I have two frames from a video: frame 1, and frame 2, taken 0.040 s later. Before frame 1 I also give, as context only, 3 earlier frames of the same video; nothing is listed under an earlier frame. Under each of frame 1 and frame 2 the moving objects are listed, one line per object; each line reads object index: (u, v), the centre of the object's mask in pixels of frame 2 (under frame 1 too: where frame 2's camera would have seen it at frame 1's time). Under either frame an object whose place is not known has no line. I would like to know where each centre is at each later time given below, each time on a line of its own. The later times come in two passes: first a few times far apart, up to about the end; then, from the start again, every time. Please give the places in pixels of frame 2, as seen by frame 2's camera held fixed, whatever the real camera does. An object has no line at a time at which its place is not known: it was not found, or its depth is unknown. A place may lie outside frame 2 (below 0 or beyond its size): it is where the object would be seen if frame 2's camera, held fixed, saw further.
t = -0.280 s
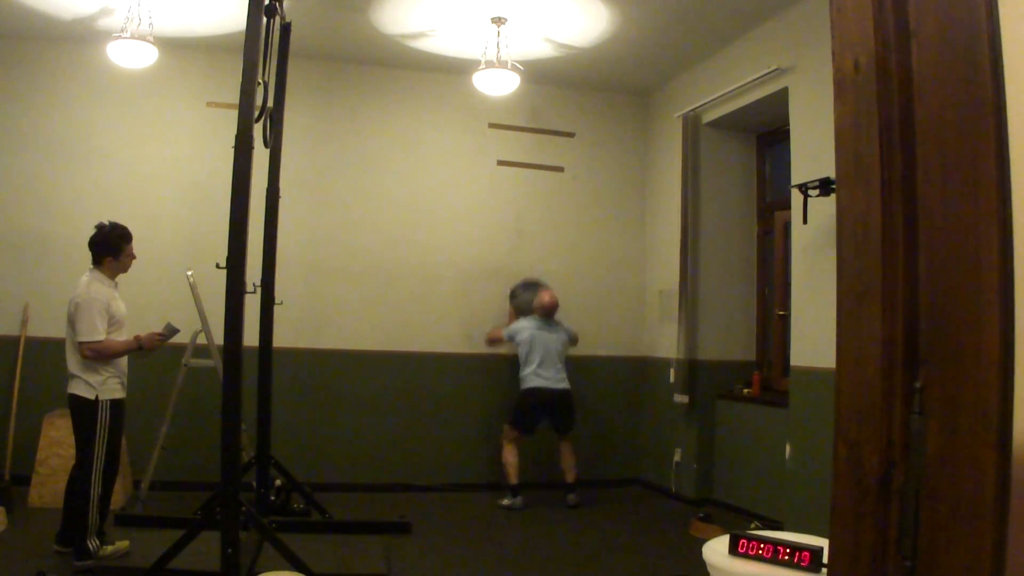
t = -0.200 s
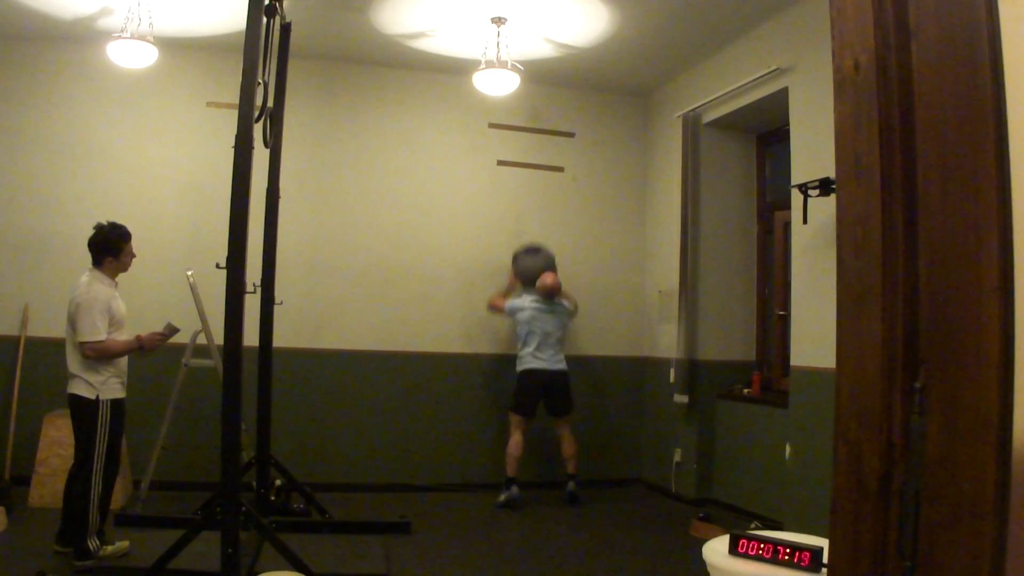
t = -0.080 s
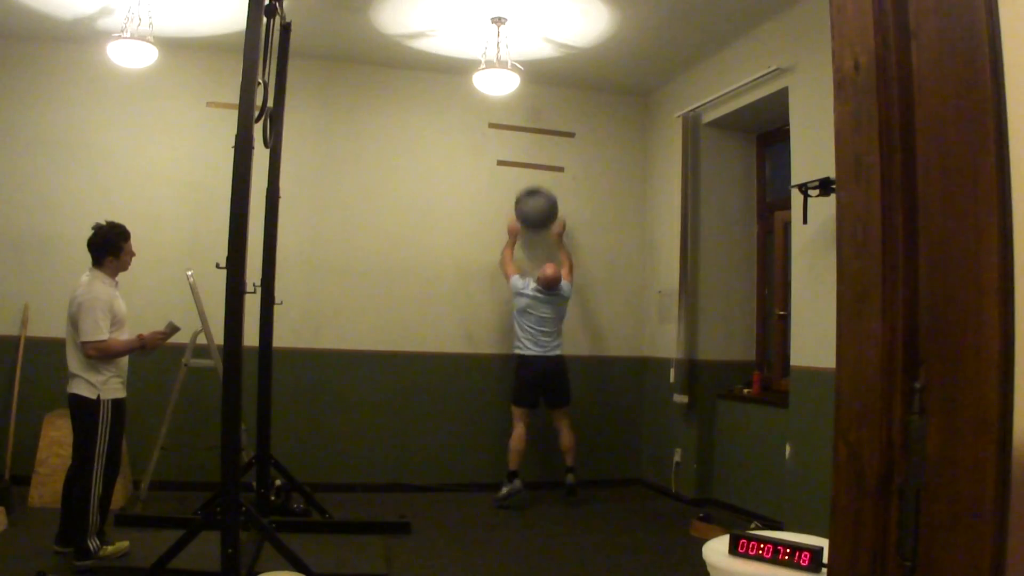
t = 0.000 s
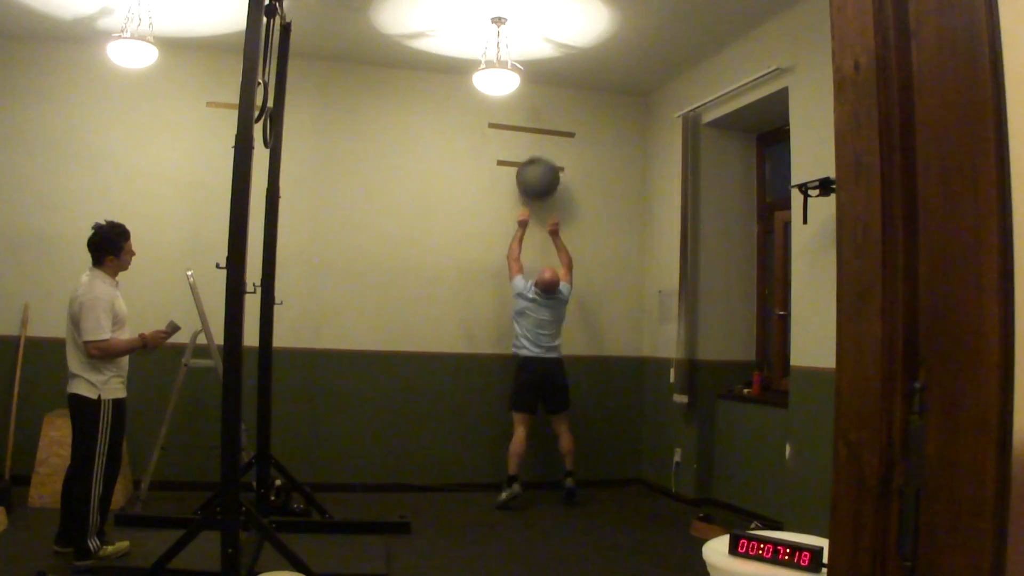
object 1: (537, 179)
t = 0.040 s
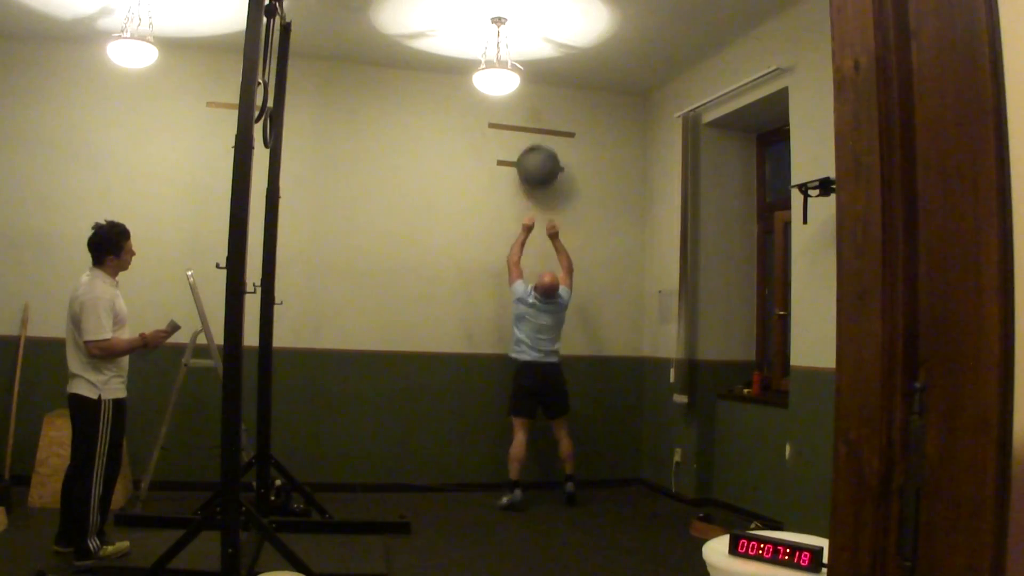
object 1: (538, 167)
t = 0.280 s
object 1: (541, 137)
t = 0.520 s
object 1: (543, 168)
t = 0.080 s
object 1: (538, 157)
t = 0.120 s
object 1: (539, 150)
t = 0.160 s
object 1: (539, 144)
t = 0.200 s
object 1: (540, 141)
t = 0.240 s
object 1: (540, 138)
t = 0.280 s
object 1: (541, 137)
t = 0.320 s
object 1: (541, 136)
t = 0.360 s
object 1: (542, 139)
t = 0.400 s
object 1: (542, 144)
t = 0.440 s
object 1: (543, 150)
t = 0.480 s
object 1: (543, 158)
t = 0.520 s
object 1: (543, 168)
